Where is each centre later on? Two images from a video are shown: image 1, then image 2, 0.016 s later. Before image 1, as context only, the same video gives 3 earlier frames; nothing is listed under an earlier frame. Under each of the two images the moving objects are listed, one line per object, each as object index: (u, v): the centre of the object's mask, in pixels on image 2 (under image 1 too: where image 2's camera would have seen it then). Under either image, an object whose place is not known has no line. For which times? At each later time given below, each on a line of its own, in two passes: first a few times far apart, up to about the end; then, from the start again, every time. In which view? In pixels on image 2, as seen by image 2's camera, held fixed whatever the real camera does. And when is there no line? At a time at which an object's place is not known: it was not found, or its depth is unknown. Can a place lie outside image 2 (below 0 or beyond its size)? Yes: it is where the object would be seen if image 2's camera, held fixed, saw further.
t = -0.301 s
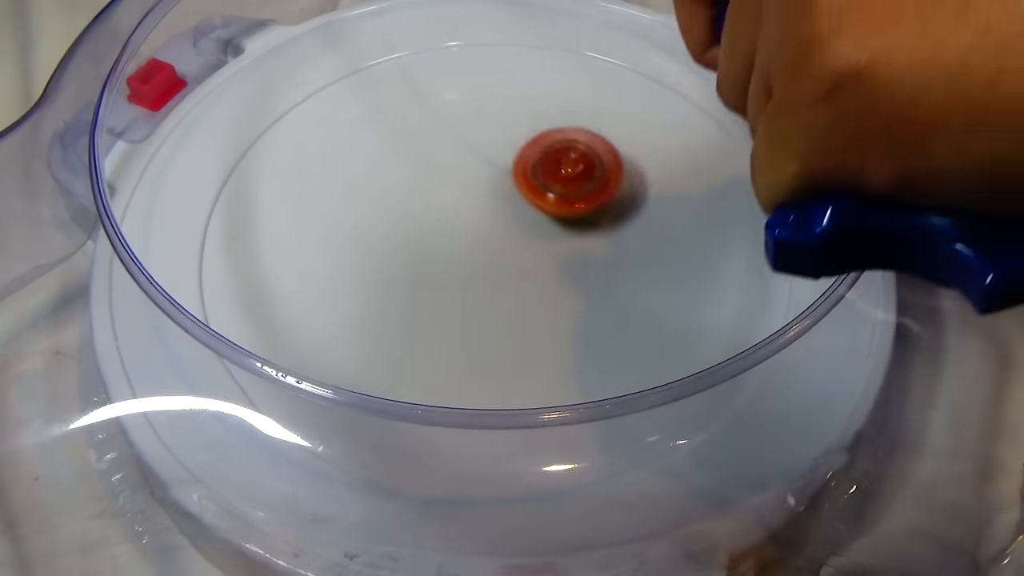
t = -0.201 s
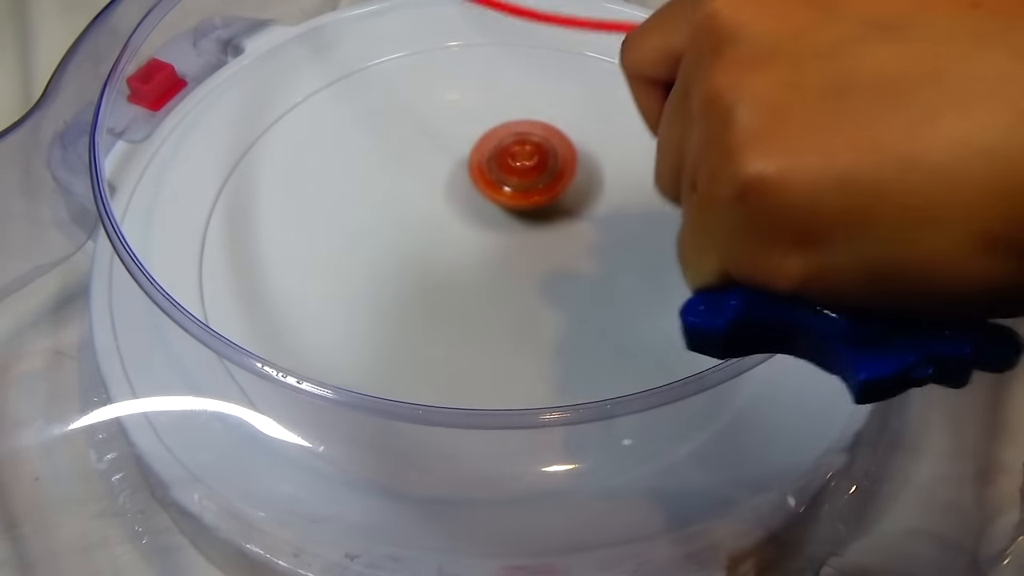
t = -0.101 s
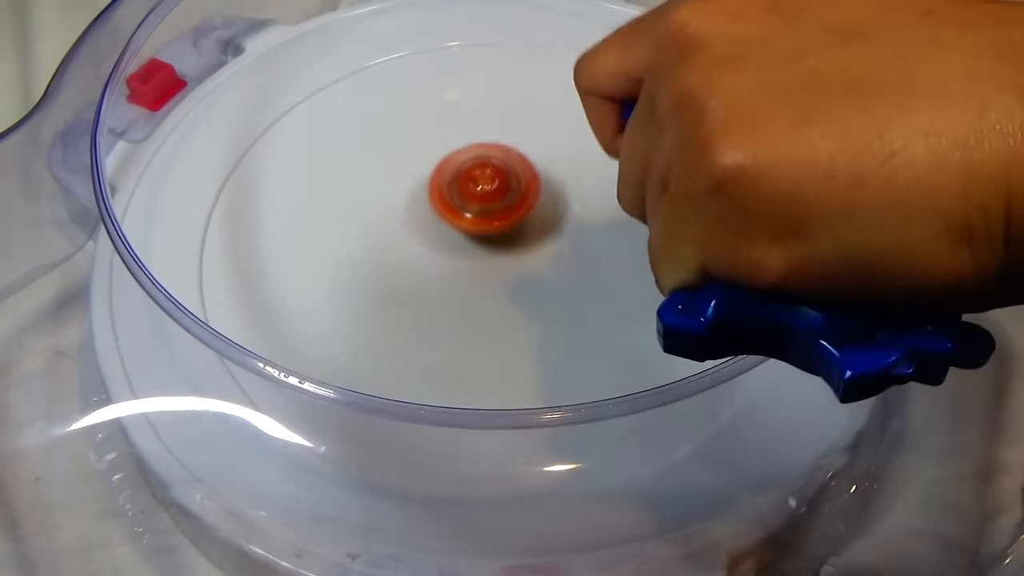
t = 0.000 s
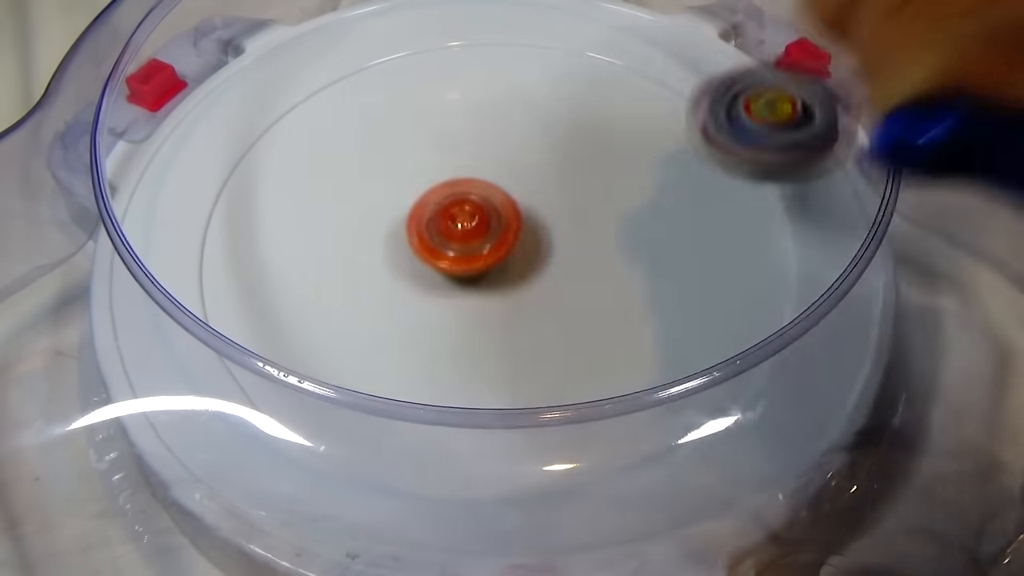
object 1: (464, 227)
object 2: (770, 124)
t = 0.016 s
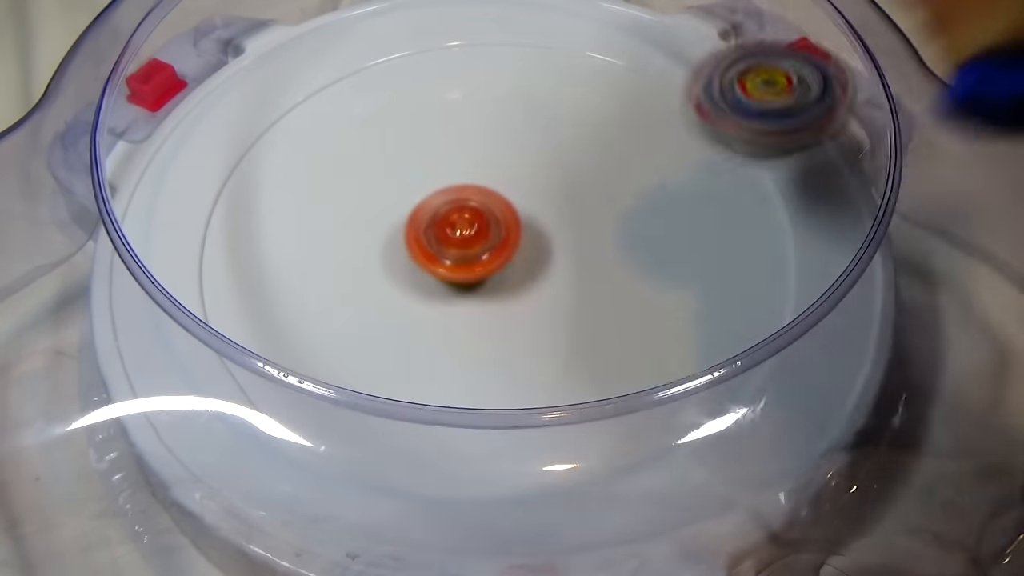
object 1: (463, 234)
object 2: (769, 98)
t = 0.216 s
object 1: (511, 292)
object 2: (612, 160)
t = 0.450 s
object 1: (598, 264)
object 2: (392, 193)
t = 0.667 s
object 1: (556, 207)
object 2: (302, 279)
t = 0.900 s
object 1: (452, 238)
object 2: (398, 380)
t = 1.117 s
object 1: (446, 240)
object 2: (572, 354)
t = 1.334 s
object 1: (465, 219)
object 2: (617, 248)
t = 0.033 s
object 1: (462, 240)
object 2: (763, 81)
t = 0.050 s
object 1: (463, 246)
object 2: (753, 73)
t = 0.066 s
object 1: (465, 252)
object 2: (745, 68)
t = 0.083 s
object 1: (467, 258)
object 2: (733, 71)
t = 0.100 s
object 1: (470, 263)
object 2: (720, 82)
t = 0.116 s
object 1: (474, 269)
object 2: (704, 96)
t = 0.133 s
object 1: (480, 274)
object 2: (689, 116)
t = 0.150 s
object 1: (485, 279)
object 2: (673, 140)
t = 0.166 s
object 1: (491, 283)
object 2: (656, 171)
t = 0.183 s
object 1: (498, 287)
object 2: (642, 192)
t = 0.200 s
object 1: (505, 290)
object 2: (628, 174)
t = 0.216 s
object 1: (511, 292)
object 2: (612, 160)
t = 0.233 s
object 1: (518, 294)
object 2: (595, 152)
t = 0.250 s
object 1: (525, 295)
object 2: (577, 147)
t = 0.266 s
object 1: (532, 295)
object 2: (559, 148)
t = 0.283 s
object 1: (538, 295)
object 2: (541, 154)
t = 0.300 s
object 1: (545, 294)
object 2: (523, 165)
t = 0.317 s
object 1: (553, 293)
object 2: (505, 180)
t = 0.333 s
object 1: (562, 291)
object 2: (490, 181)
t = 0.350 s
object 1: (569, 289)
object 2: (475, 173)
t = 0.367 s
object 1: (574, 286)
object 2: (461, 171)
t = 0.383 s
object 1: (580, 282)
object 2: (446, 172)
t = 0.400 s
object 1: (585, 278)
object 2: (432, 179)
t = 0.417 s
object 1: (590, 274)
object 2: (418, 191)
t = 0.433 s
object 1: (594, 269)
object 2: (405, 193)
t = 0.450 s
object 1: (598, 264)
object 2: (392, 193)
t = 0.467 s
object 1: (602, 259)
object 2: (378, 198)
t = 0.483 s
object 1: (604, 253)
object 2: (366, 202)
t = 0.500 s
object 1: (605, 247)
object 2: (356, 204)
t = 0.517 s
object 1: (604, 242)
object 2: (346, 212)
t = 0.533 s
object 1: (603, 235)
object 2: (337, 217)
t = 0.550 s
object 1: (601, 229)
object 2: (328, 224)
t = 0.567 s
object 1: (597, 225)
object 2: (321, 230)
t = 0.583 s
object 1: (592, 220)
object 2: (316, 237)
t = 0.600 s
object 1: (585, 216)
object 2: (311, 245)
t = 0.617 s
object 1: (579, 213)
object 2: (306, 253)
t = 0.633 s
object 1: (572, 210)
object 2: (304, 261)
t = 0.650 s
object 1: (564, 208)
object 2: (303, 270)
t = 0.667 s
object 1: (556, 207)
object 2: (302, 279)
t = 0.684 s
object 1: (546, 206)
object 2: (302, 288)
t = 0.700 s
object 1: (538, 205)
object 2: (302, 296)
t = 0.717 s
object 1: (530, 205)
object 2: (304, 306)
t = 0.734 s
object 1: (521, 206)
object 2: (308, 313)
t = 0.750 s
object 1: (512, 208)
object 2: (313, 320)
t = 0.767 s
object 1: (503, 209)
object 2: (320, 327)
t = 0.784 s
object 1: (496, 212)
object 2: (327, 334)
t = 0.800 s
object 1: (488, 214)
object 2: (336, 340)
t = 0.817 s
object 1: (481, 217)
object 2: (345, 346)
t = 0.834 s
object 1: (473, 221)
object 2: (351, 363)
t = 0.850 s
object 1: (467, 224)
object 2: (362, 368)
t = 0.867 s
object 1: (461, 229)
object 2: (373, 373)
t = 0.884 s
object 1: (456, 233)
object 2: (385, 378)
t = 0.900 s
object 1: (452, 238)
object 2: (398, 380)
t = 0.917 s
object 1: (447, 244)
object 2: (410, 383)
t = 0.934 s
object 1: (443, 249)
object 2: (424, 383)
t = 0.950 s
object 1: (441, 255)
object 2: (440, 379)
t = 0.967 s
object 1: (440, 260)
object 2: (454, 366)
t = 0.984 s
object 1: (439, 265)
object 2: (466, 365)
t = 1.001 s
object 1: (439, 270)
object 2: (480, 362)
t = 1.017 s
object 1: (438, 270)
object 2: (495, 362)
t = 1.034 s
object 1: (437, 266)
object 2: (511, 364)
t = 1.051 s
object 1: (438, 259)
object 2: (525, 364)
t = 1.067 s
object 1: (439, 253)
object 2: (539, 363)
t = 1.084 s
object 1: (441, 248)
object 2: (551, 360)
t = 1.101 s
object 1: (444, 244)
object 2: (562, 357)
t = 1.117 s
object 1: (446, 240)
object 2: (572, 354)
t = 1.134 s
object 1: (449, 236)
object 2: (582, 349)
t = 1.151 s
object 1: (452, 233)
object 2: (590, 343)
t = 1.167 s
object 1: (455, 230)
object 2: (597, 338)
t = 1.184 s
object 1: (458, 228)
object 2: (604, 332)
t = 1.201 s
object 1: (460, 226)
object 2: (609, 324)
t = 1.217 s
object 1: (462, 225)
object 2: (612, 314)
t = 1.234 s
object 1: (463, 223)
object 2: (615, 305)
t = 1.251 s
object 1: (464, 222)
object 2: (618, 296)
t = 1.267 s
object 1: (465, 221)
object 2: (619, 287)
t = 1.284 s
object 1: (466, 220)
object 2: (620, 277)
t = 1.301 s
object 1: (466, 219)
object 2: (619, 268)
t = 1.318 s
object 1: (466, 219)
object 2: (619, 258)
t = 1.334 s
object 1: (465, 219)
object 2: (617, 248)
